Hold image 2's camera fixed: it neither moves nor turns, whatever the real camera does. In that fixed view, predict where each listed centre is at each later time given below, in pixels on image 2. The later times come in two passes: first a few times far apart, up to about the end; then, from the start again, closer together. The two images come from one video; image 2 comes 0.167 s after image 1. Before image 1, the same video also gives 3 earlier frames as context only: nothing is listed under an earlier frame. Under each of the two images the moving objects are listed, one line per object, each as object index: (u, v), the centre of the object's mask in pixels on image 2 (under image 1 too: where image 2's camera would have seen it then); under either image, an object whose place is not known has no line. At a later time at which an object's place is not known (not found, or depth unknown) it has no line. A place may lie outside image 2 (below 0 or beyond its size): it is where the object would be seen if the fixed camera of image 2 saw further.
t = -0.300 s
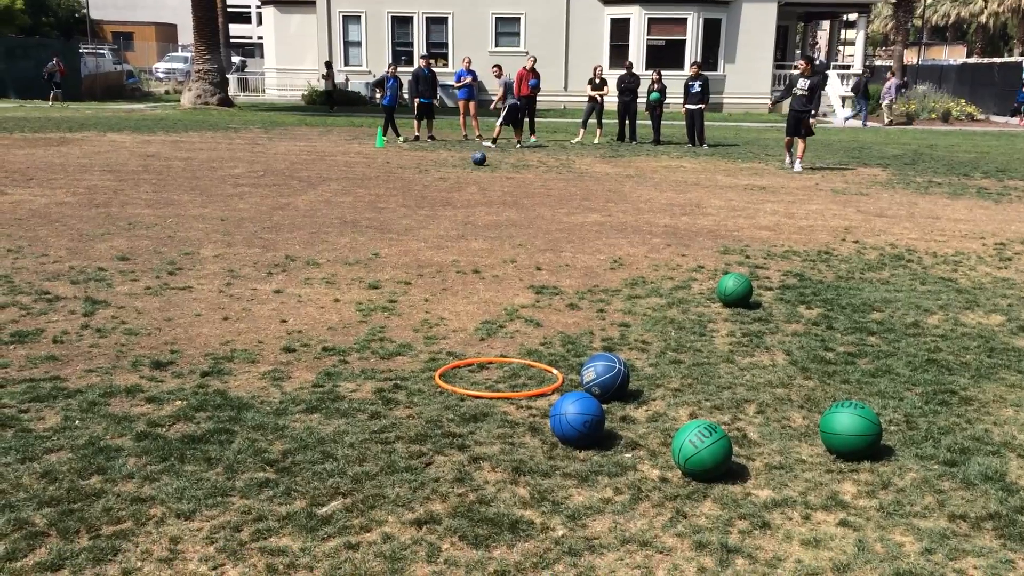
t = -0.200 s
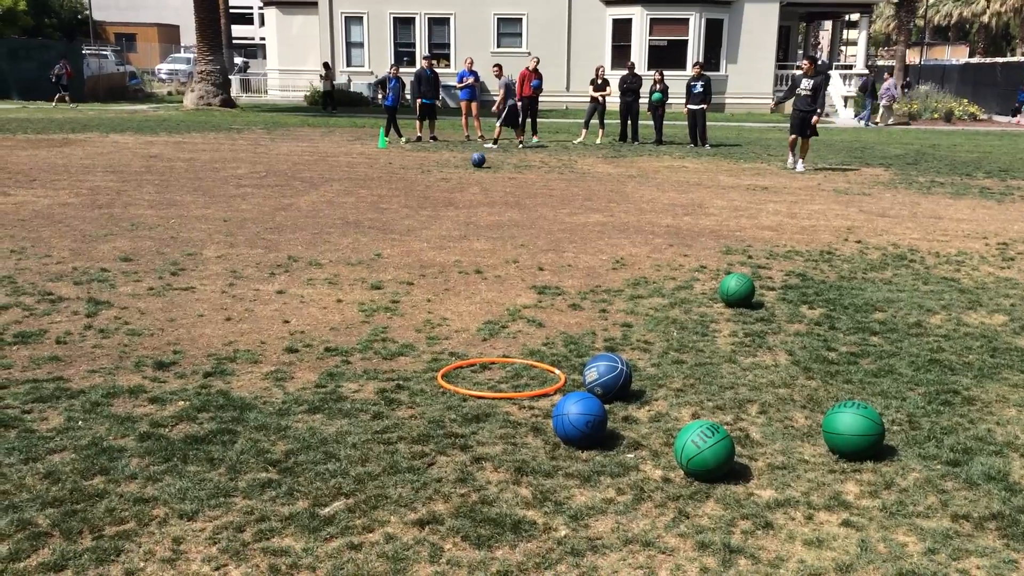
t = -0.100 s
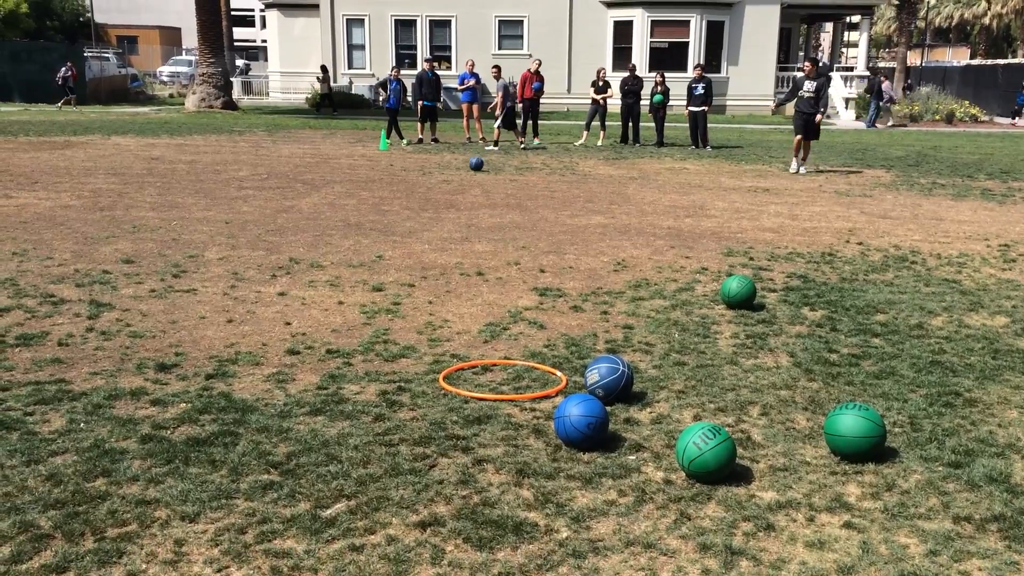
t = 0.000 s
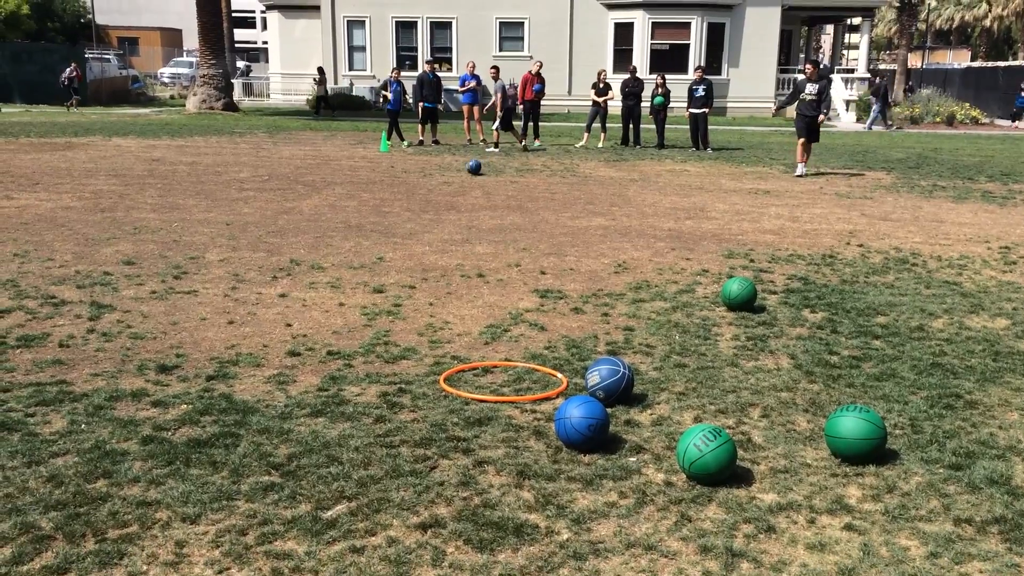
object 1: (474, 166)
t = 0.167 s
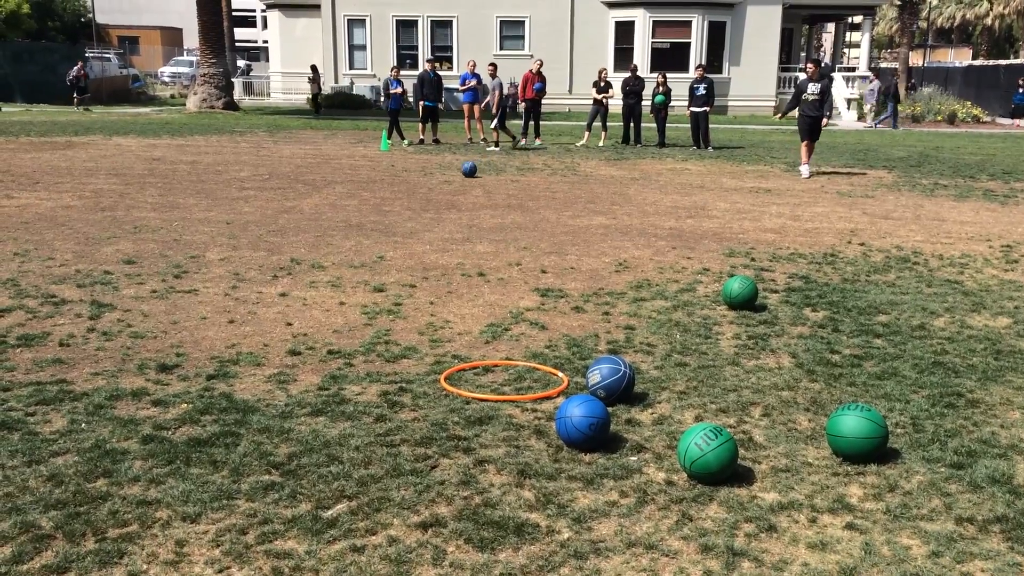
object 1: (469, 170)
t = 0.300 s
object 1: (464, 172)
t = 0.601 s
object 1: (455, 177)
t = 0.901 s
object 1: (448, 183)
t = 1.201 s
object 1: (442, 190)
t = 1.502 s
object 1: (437, 199)
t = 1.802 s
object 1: (432, 206)
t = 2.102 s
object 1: (428, 216)
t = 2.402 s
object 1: (425, 224)
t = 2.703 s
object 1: (423, 234)
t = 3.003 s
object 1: (420, 246)
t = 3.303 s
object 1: (419, 260)
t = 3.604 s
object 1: (419, 275)
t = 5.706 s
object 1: (408, 384)
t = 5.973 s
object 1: (405, 398)
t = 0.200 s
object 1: (468, 170)
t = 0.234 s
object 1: (467, 170)
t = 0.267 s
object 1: (466, 171)
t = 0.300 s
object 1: (464, 172)
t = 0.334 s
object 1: (464, 173)
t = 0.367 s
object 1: (462, 173)
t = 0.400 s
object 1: (461, 174)
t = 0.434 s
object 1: (460, 174)
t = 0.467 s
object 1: (459, 174)
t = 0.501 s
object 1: (458, 175)
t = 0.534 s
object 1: (458, 176)
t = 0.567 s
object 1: (457, 177)
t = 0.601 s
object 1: (455, 177)
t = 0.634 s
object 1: (455, 178)
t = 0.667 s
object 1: (454, 178)
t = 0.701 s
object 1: (453, 180)
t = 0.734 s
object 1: (452, 180)
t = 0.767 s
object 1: (451, 181)
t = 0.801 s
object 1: (450, 182)
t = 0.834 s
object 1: (449, 182)
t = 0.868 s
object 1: (449, 183)
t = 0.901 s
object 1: (448, 183)
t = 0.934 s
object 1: (447, 184)
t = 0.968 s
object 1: (446, 184)
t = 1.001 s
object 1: (446, 185)
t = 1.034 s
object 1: (445, 186)
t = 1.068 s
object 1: (445, 187)
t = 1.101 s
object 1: (444, 187)
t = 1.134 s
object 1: (443, 189)
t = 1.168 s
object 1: (442, 189)
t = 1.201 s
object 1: (442, 190)
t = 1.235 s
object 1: (441, 192)
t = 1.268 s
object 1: (440, 193)
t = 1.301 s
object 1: (440, 194)
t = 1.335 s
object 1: (439, 195)
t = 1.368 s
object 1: (439, 196)
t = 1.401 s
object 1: (438, 196)
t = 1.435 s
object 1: (438, 196)
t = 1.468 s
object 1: (437, 198)
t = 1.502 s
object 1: (437, 199)
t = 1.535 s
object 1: (436, 199)
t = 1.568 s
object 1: (436, 200)
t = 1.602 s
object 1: (435, 201)
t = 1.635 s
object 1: (435, 202)
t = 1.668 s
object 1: (434, 202)
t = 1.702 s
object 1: (434, 204)
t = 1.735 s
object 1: (433, 204)
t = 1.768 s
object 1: (432, 204)
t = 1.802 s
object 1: (432, 206)
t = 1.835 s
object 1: (432, 207)
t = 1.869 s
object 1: (431, 209)
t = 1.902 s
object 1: (431, 210)
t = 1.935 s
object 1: (430, 212)
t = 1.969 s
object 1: (430, 212)
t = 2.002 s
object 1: (429, 213)
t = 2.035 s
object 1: (429, 214)
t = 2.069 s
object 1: (428, 215)
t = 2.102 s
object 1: (428, 216)
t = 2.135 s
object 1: (427, 217)
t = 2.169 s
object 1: (427, 218)
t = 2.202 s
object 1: (426, 219)
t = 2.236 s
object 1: (426, 220)
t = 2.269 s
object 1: (426, 221)
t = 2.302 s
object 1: (425, 222)
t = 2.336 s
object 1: (425, 223)
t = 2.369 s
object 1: (425, 224)
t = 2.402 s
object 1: (425, 224)
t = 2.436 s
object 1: (424, 225)
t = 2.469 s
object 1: (424, 228)
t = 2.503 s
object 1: (424, 228)
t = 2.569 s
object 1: (423, 228)
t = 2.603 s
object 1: (423, 230)
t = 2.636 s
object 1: (423, 232)
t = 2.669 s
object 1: (423, 233)
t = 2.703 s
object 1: (423, 234)
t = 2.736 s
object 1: (422, 235)
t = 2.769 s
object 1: (422, 236)
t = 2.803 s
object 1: (422, 237)
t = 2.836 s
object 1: (422, 238)
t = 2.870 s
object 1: (421, 240)
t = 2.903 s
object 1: (421, 242)
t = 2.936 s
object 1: (421, 243)
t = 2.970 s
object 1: (421, 245)
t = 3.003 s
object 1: (420, 246)
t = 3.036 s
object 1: (420, 248)
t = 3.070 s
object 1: (420, 249)
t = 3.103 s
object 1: (420, 252)
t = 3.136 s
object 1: (420, 252)
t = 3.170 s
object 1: (420, 254)
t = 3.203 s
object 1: (420, 255)
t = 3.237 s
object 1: (420, 257)
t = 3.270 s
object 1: (419, 258)
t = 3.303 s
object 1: (419, 260)
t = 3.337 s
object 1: (419, 261)
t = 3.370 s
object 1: (419, 263)
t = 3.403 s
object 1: (419, 264)
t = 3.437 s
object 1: (419, 266)
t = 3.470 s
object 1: (419, 267)
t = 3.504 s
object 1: (419, 269)
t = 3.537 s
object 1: (418, 271)
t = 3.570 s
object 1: (419, 273)
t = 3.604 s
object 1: (419, 275)
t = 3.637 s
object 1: (420, 276)
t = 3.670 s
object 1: (420, 277)
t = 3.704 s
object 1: (420, 279)
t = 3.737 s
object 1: (421, 281)
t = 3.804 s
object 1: (421, 283)
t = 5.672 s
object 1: (408, 383)
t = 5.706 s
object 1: (408, 384)
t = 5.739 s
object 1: (409, 387)
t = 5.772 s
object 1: (408, 389)
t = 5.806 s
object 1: (408, 391)
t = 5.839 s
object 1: (407, 393)
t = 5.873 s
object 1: (407, 394)
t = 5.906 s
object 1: (406, 395)
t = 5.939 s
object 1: (406, 396)
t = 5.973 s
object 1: (405, 398)
